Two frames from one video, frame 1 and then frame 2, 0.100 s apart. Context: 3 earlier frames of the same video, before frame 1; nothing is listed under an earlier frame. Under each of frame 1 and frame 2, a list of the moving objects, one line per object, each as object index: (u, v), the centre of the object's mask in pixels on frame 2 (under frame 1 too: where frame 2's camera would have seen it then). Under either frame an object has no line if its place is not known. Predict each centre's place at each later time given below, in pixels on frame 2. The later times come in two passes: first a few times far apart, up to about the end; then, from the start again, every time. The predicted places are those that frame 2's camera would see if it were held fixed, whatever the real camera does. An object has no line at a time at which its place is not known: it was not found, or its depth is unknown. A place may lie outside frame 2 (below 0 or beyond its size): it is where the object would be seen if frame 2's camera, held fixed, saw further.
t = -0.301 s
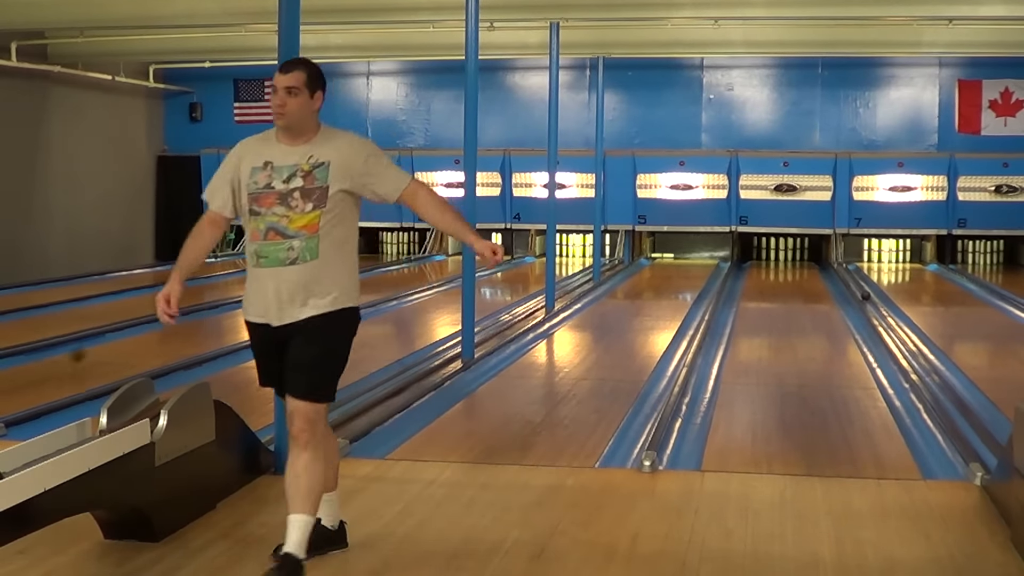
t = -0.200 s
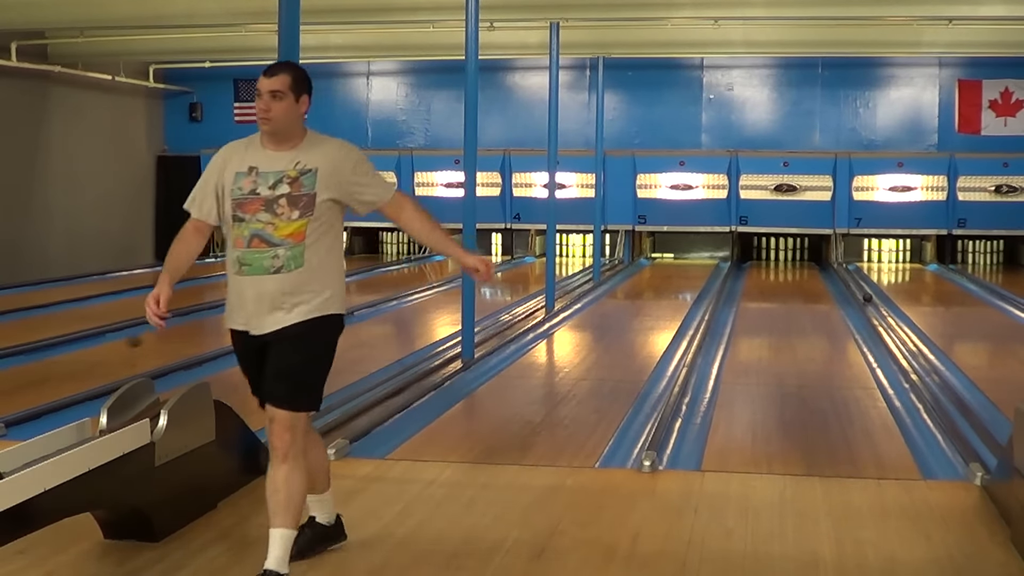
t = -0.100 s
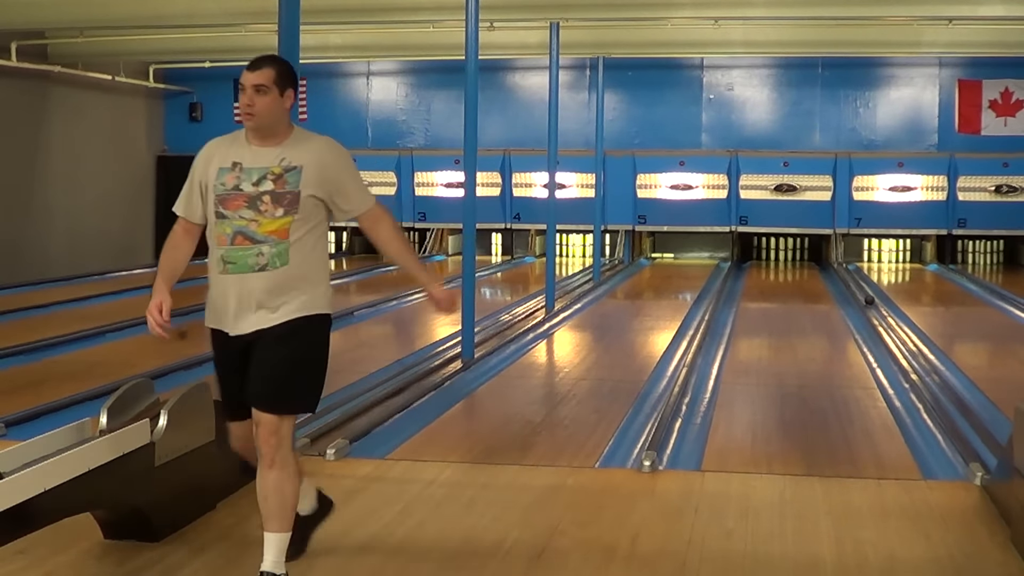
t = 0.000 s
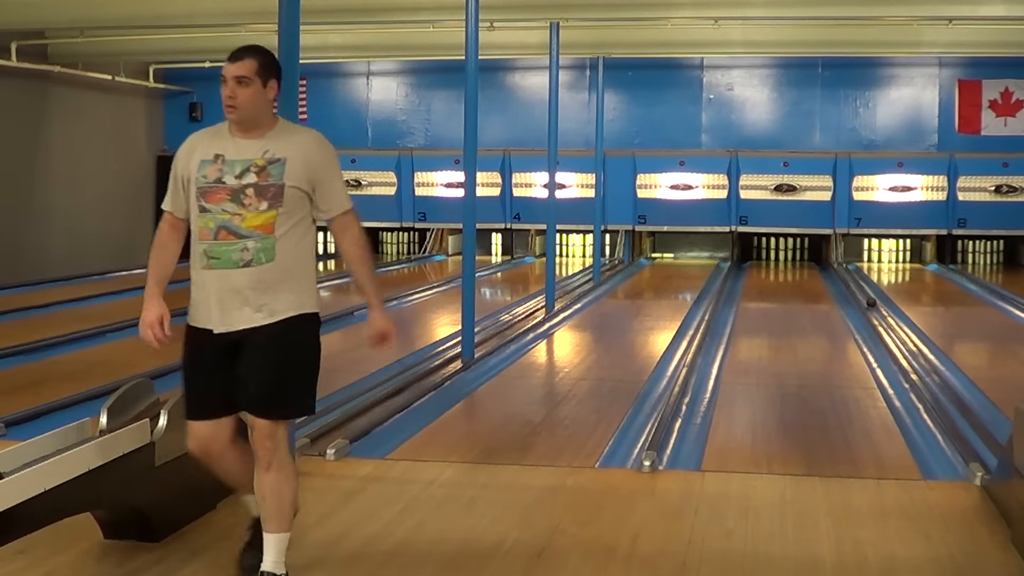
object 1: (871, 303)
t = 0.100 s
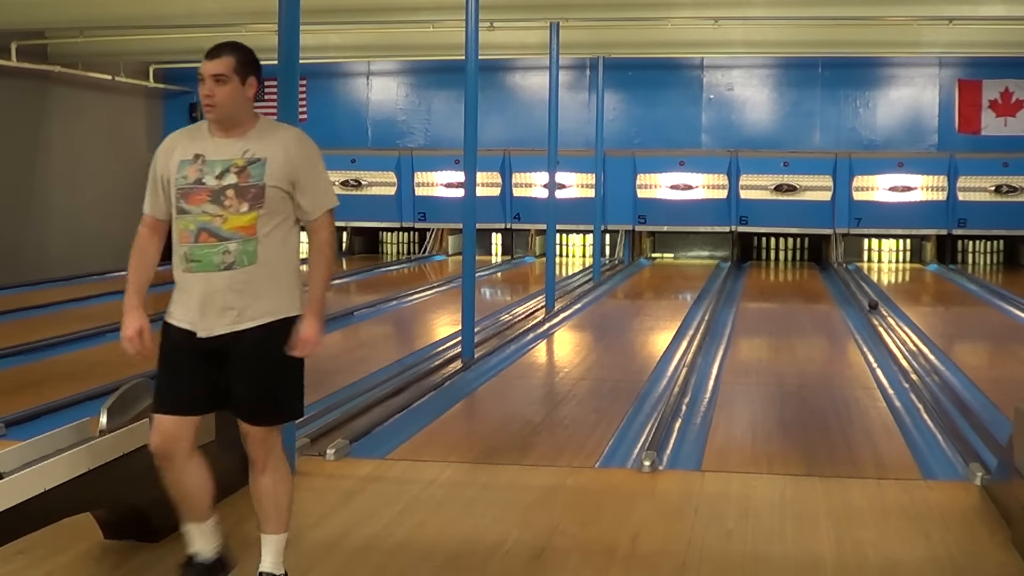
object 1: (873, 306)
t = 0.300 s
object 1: (877, 311)
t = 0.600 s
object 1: (884, 320)
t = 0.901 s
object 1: (892, 330)
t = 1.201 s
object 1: (901, 341)
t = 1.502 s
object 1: (911, 352)
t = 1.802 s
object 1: (922, 366)
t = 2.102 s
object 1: (936, 384)
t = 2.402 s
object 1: (952, 403)
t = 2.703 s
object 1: (971, 428)
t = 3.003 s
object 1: (991, 458)
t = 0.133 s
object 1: (874, 306)
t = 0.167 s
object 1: (875, 307)
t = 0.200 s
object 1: (875, 308)
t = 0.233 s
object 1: (876, 309)
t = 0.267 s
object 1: (877, 310)
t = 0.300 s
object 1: (877, 311)
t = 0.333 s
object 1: (878, 313)
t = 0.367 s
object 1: (879, 313)
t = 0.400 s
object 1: (880, 314)
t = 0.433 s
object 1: (881, 315)
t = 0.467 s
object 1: (881, 316)
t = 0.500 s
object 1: (882, 317)
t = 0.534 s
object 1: (883, 318)
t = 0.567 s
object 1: (884, 319)
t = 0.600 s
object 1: (884, 320)
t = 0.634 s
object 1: (885, 321)
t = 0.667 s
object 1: (886, 323)
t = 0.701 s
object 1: (887, 323)
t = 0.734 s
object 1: (888, 324)
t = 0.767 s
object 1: (889, 325)
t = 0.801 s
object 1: (889, 326)
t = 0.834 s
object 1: (890, 328)
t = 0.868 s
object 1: (891, 329)
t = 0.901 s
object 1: (892, 330)
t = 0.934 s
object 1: (893, 331)
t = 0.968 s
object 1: (894, 332)
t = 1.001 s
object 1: (895, 334)
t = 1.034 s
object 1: (896, 335)
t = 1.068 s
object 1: (897, 336)
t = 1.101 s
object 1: (898, 337)
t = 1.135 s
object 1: (899, 338)
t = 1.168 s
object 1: (900, 340)
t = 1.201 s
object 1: (901, 341)
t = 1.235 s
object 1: (902, 342)
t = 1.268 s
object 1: (903, 343)
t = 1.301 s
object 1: (904, 344)
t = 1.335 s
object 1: (906, 345)
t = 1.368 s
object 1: (906, 347)
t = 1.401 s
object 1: (908, 348)
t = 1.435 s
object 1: (908, 350)
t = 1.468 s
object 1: (909, 351)
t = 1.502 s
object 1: (911, 352)
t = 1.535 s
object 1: (912, 354)
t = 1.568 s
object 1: (913, 356)
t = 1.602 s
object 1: (914, 357)
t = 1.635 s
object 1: (916, 359)
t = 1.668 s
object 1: (917, 360)
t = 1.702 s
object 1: (918, 361)
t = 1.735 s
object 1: (919, 363)
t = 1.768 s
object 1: (921, 365)
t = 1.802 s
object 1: (922, 366)
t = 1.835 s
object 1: (924, 369)
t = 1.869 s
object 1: (925, 370)
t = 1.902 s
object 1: (926, 372)
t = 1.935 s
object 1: (928, 374)
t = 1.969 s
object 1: (929, 376)
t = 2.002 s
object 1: (931, 377)
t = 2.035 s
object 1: (933, 379)
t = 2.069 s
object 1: (935, 381)
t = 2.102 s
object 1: (936, 384)
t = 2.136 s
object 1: (938, 385)
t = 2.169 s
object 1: (939, 388)
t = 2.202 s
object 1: (941, 389)
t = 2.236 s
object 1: (943, 392)
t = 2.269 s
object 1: (945, 394)
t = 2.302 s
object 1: (947, 396)
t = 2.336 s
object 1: (949, 398)
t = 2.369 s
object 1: (950, 401)
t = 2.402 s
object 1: (952, 403)
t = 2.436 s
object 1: (954, 406)
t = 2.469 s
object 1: (956, 408)
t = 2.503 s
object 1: (958, 410)
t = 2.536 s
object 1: (960, 413)
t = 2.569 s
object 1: (962, 416)
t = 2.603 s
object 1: (965, 419)
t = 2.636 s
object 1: (967, 422)
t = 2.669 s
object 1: (969, 425)
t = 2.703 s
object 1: (971, 428)
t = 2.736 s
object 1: (974, 431)
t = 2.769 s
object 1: (976, 434)
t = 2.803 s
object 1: (979, 437)
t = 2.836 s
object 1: (982, 440)
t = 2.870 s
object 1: (984, 444)
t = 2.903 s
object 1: (987, 447)
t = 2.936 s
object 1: (989, 450)
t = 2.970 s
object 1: (991, 454)
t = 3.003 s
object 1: (991, 458)
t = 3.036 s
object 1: (991, 461)
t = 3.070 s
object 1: (990, 463)
